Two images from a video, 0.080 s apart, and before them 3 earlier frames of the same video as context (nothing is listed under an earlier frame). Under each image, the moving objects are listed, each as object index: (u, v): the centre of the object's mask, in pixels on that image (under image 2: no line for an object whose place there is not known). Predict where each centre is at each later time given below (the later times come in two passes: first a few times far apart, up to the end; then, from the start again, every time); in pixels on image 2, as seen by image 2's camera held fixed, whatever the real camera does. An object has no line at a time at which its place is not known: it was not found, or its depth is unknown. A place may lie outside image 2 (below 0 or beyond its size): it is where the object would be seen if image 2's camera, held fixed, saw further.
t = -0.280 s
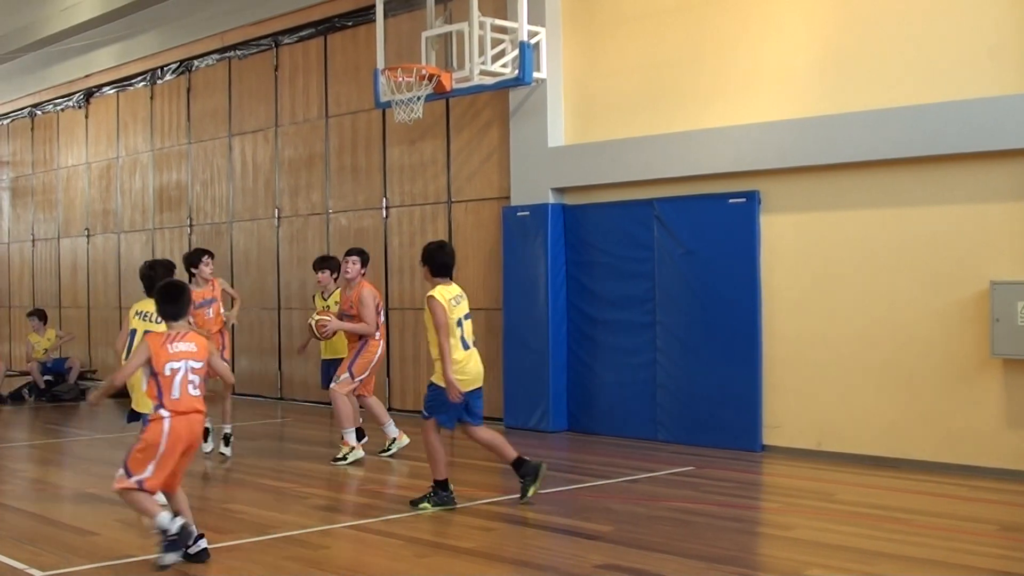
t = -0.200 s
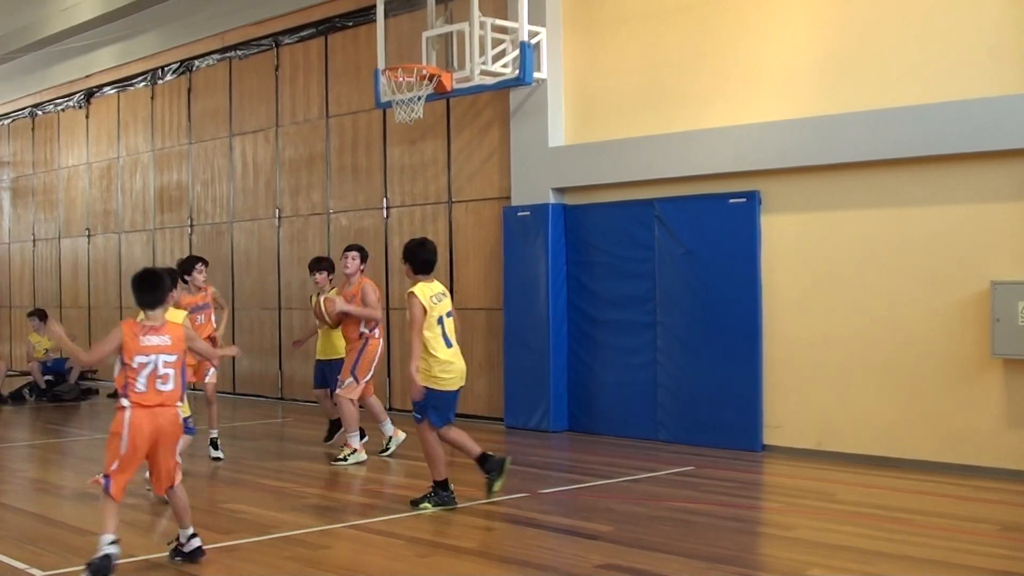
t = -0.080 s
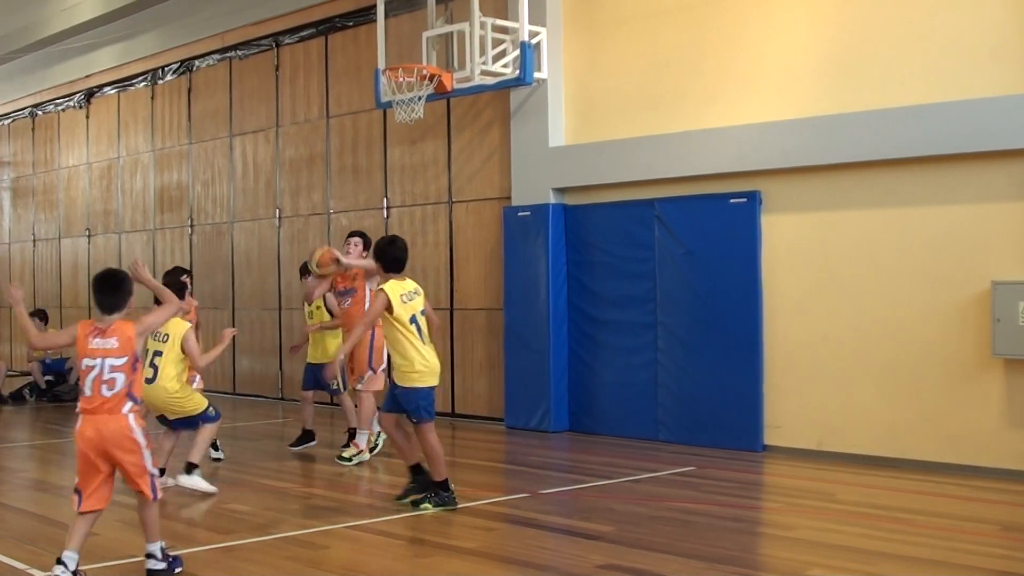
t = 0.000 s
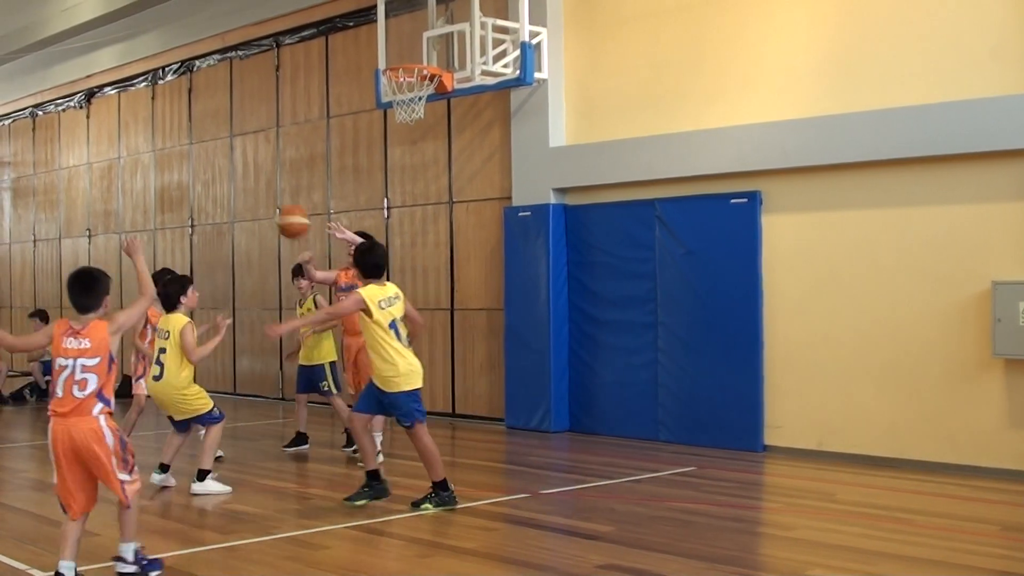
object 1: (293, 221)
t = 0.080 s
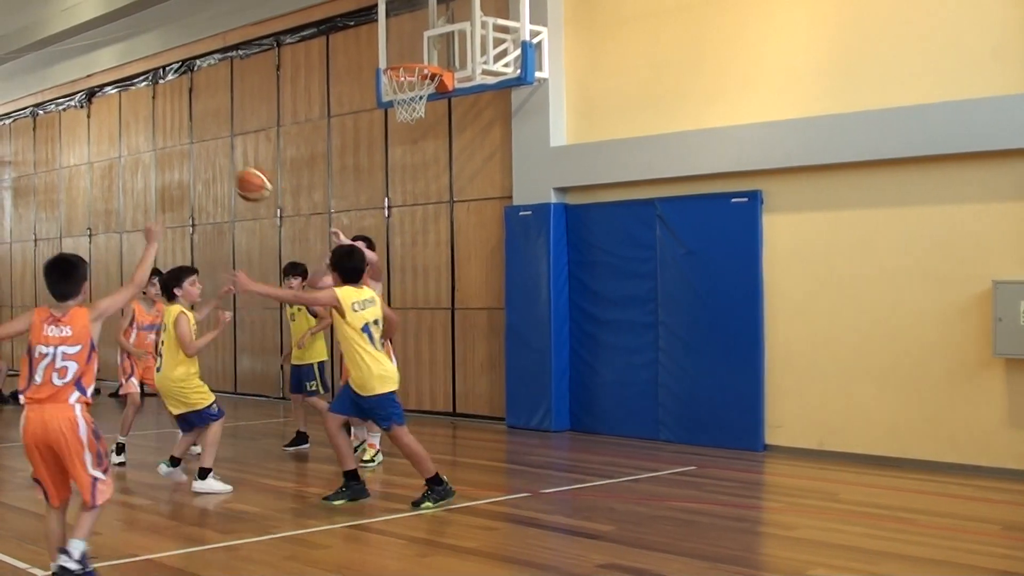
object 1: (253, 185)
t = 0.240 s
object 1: (157, 128)
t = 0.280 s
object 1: (130, 117)
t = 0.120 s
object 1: (231, 168)
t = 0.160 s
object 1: (208, 152)
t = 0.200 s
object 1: (182, 139)
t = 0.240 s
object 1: (157, 128)
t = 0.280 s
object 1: (130, 117)
